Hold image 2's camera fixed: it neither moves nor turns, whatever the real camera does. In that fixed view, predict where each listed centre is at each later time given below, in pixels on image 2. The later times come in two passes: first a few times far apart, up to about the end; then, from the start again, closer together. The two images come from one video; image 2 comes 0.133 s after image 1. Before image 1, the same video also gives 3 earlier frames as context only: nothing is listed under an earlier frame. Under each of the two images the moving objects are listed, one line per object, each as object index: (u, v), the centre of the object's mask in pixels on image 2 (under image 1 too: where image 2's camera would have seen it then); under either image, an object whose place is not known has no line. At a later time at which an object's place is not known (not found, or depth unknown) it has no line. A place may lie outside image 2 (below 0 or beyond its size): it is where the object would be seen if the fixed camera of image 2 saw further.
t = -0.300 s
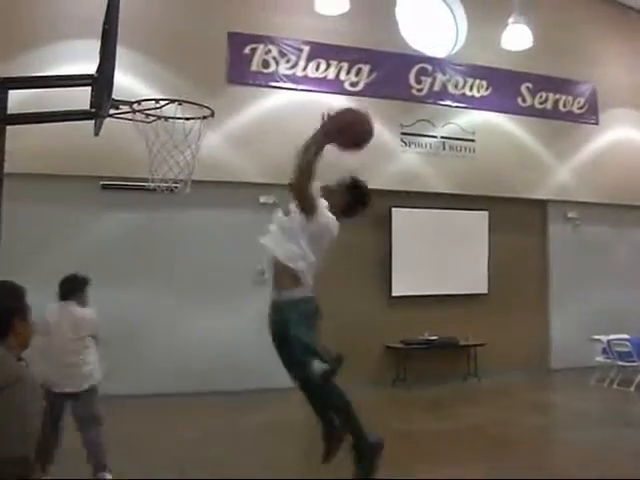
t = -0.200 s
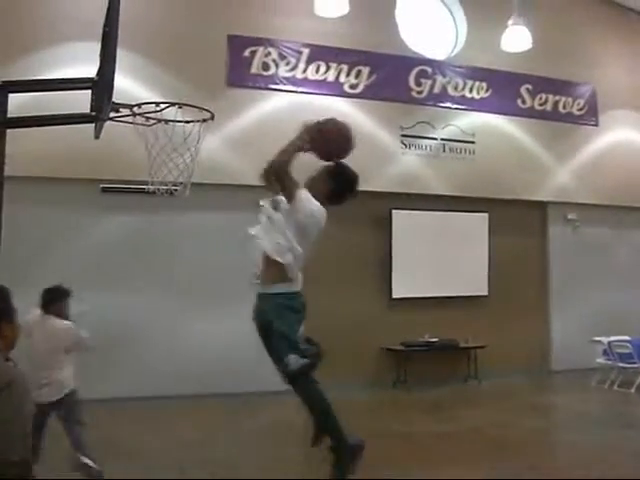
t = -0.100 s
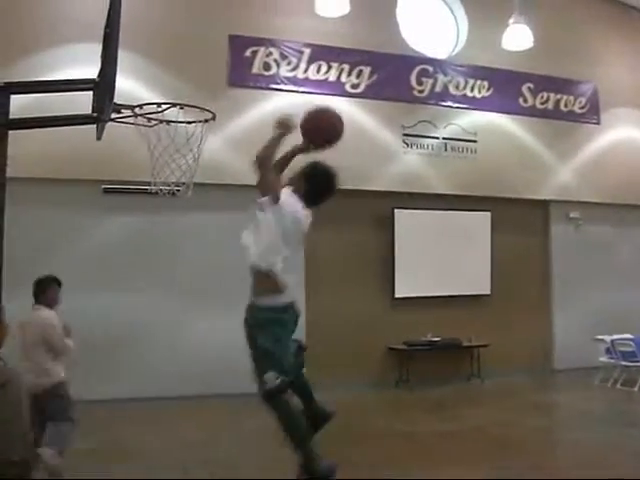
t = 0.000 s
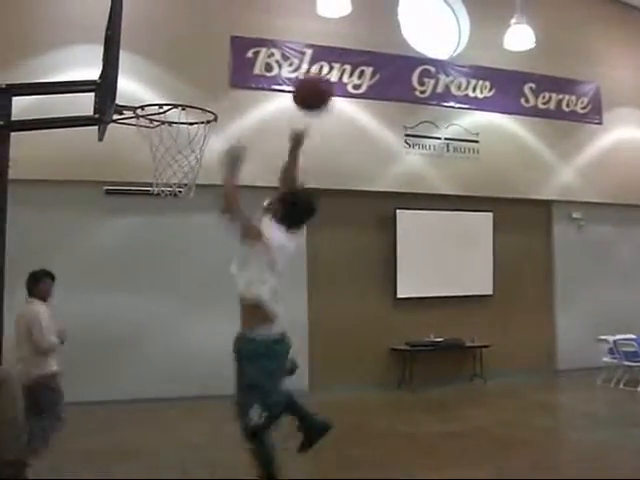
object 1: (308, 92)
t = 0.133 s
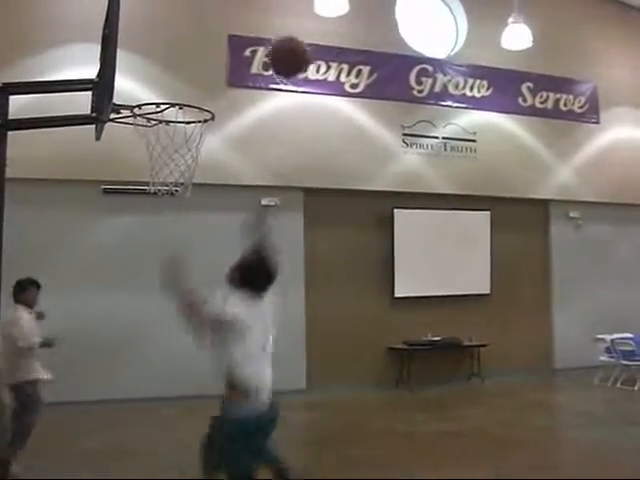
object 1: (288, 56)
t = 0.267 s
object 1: (267, 52)
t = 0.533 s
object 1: (229, 127)
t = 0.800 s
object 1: (185, 333)
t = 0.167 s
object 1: (282, 52)
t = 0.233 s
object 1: (273, 51)
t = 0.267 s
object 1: (267, 52)
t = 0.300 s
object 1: (263, 55)
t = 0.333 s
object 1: (259, 59)
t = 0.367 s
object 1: (255, 68)
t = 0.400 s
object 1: (247, 76)
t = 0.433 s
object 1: (243, 87)
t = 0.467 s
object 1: (239, 98)
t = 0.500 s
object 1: (233, 111)
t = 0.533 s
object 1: (229, 127)
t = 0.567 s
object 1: (225, 145)
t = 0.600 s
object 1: (220, 166)
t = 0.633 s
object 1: (214, 187)
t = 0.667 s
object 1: (210, 214)
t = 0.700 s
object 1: (205, 238)
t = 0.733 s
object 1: (200, 264)
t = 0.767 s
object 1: (196, 294)
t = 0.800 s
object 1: (185, 333)
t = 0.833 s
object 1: (183, 362)
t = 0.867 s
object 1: (176, 404)
